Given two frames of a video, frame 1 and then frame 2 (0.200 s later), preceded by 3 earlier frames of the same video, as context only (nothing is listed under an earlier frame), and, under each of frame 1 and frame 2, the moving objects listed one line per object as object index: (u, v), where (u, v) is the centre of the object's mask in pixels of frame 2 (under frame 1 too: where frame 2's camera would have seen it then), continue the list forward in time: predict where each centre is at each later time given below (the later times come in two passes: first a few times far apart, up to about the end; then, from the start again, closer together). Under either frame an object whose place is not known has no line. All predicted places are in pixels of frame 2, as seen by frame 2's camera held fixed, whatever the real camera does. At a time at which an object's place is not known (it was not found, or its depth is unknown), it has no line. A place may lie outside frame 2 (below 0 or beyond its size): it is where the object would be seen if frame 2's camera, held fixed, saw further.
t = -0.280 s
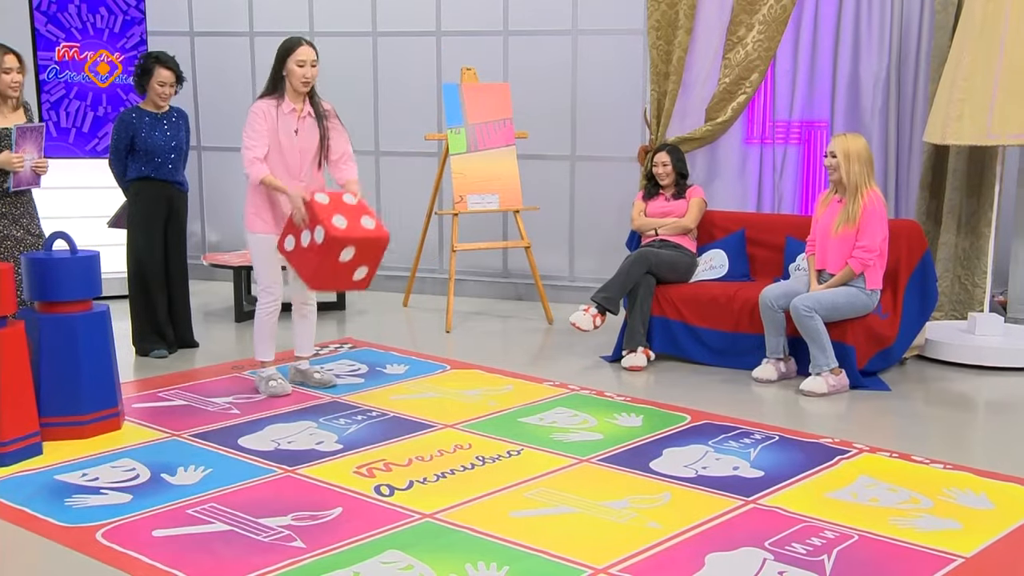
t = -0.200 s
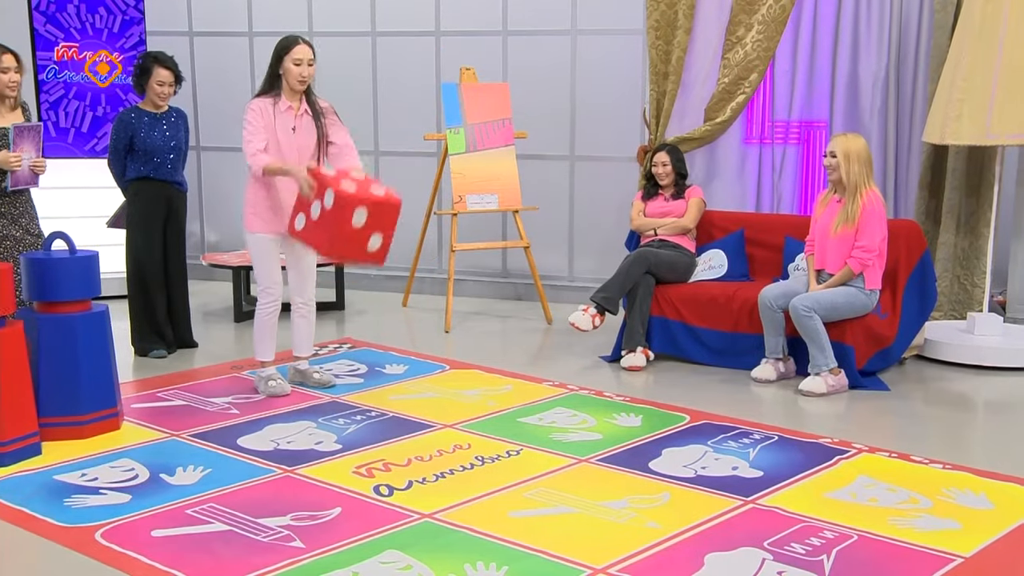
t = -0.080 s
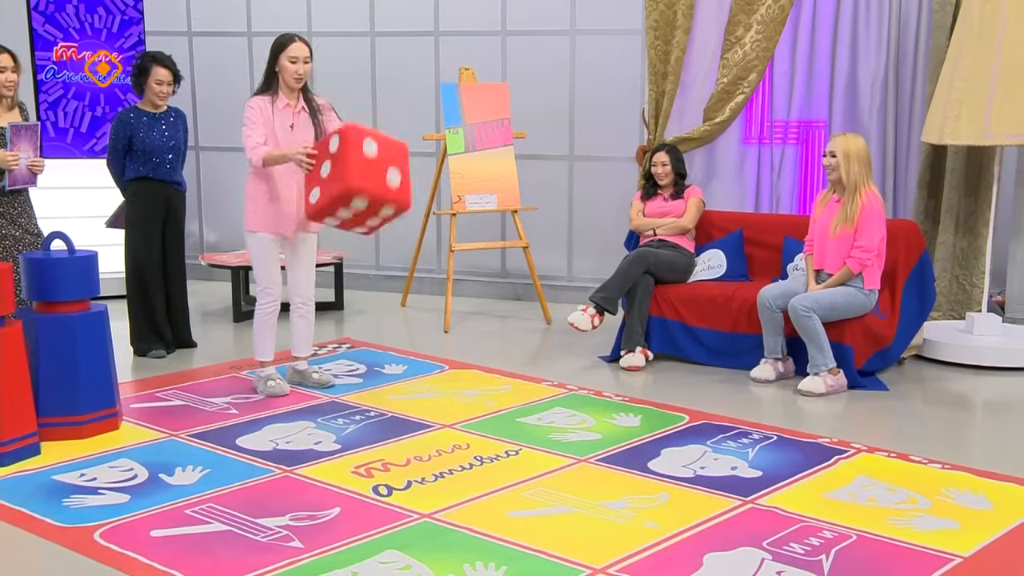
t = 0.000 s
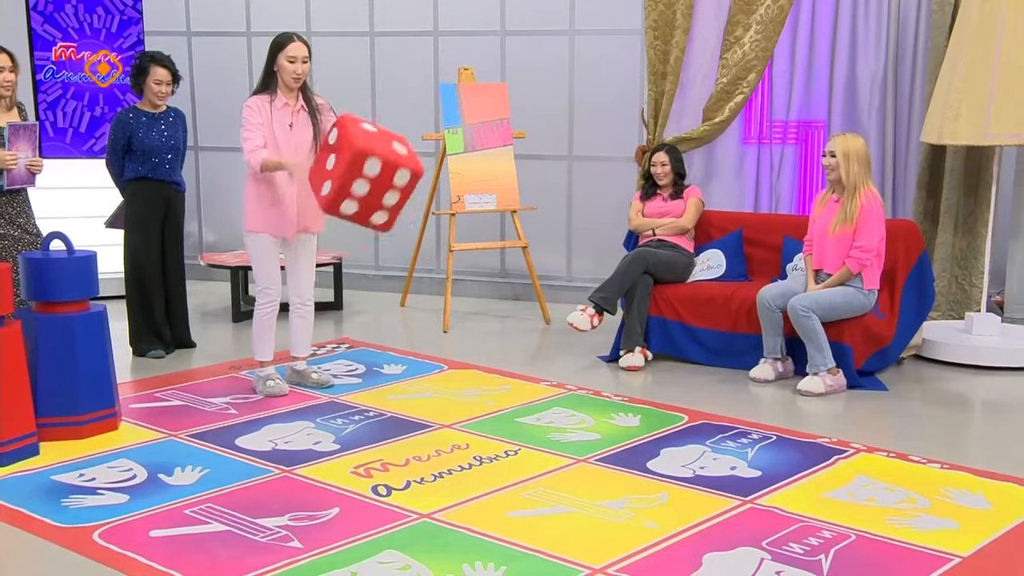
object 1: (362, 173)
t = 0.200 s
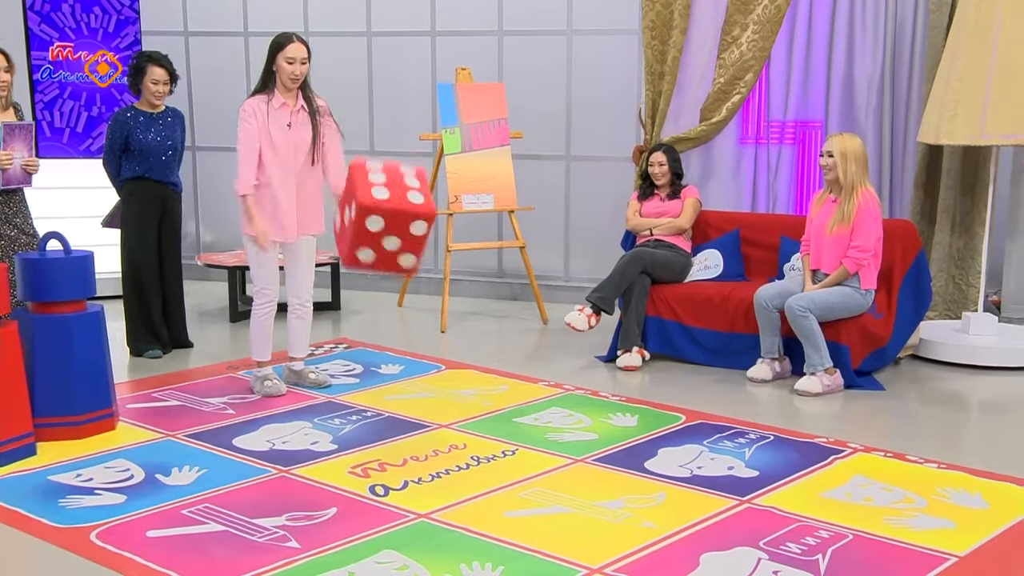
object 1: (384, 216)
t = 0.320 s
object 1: (398, 283)
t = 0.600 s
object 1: (395, 387)
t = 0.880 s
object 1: (344, 390)
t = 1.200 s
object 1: (304, 380)
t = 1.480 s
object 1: (268, 384)
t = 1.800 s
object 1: (264, 388)
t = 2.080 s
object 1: (264, 389)
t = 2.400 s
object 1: (263, 389)
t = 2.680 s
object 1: (263, 390)
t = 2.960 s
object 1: (263, 389)
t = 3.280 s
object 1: (263, 390)
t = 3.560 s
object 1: (263, 390)
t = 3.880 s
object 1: (263, 390)
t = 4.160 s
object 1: (263, 390)
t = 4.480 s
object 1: (263, 390)
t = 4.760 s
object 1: (263, 390)
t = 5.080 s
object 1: (263, 390)
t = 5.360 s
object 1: (263, 390)
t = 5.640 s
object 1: (263, 390)
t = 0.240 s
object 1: (388, 236)
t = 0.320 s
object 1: (398, 283)
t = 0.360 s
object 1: (403, 315)
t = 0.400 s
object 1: (408, 348)
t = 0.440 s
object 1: (412, 386)
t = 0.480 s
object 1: (414, 417)
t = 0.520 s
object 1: (409, 406)
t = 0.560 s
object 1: (402, 395)
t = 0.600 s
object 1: (395, 387)
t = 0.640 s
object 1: (388, 383)
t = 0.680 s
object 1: (382, 384)
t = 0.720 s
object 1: (375, 388)
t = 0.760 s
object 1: (368, 392)
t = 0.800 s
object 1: (361, 394)
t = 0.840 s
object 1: (352, 396)
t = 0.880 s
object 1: (344, 390)
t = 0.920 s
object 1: (337, 386)
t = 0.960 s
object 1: (330, 384)
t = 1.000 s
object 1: (324, 382)
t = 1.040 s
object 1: (319, 380)
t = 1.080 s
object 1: (315, 379)
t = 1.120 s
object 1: (311, 379)
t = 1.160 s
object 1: (308, 380)
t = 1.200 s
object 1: (304, 380)
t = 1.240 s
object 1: (300, 380)
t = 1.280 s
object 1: (296, 381)
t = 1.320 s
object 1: (291, 382)
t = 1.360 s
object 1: (285, 385)
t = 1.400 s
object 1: (279, 386)
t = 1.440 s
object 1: (273, 384)
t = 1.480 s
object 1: (268, 384)
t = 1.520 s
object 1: (265, 383)
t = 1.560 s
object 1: (263, 383)
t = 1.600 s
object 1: (261, 385)
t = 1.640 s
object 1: (261, 387)
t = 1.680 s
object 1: (261, 389)
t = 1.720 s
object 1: (263, 389)
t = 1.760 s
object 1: (264, 388)
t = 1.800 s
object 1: (264, 388)
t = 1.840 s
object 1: (264, 389)
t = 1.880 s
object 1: (264, 390)
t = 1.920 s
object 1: (263, 389)
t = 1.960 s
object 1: (262, 389)
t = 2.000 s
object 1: (263, 389)
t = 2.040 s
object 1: (263, 389)
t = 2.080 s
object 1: (264, 389)
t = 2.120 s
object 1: (263, 389)
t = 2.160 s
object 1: (263, 389)
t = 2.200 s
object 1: (263, 389)
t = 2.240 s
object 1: (263, 389)
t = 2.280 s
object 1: (263, 389)
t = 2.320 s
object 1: (263, 389)
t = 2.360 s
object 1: (263, 390)
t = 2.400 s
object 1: (263, 389)
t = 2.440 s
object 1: (263, 390)
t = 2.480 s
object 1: (263, 390)
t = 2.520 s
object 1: (263, 390)
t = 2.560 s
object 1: (263, 390)
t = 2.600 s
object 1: (263, 390)
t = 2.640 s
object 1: (263, 390)
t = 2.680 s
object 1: (263, 390)
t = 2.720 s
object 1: (263, 390)
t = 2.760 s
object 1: (263, 390)
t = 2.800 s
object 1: (263, 390)
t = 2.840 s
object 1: (263, 390)
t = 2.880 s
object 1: (263, 390)
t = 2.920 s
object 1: (263, 390)
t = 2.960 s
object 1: (263, 389)
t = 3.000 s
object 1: (263, 390)
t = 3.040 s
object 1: (263, 390)
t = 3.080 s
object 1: (263, 390)
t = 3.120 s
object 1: (263, 390)
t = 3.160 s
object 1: (263, 390)
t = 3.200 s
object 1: (263, 390)
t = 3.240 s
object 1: (263, 390)
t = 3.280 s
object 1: (263, 390)
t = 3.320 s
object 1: (263, 390)
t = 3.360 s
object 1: (263, 390)
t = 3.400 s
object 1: (263, 390)
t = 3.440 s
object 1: (263, 390)
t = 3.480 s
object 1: (263, 390)
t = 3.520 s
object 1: (263, 390)
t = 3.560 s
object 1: (263, 390)
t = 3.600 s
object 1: (263, 390)
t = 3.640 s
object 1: (263, 390)
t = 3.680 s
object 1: (263, 390)
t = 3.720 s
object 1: (263, 390)
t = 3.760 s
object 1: (263, 390)
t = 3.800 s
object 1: (263, 390)
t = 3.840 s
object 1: (263, 390)
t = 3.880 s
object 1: (263, 390)
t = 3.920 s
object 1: (263, 390)
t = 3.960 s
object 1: (263, 390)
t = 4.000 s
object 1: (263, 390)
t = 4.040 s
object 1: (263, 390)
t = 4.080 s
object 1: (263, 390)
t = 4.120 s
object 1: (263, 390)
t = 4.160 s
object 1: (263, 390)
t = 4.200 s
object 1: (263, 390)
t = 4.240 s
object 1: (263, 390)
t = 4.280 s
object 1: (263, 390)
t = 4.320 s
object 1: (263, 390)
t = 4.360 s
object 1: (263, 390)
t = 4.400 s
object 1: (263, 390)
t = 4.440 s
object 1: (263, 390)
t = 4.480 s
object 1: (263, 390)
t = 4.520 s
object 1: (263, 390)
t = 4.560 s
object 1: (263, 390)
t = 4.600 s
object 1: (263, 390)
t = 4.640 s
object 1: (263, 390)
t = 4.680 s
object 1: (263, 390)
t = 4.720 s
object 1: (263, 390)
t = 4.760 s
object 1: (263, 390)
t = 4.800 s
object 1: (263, 390)
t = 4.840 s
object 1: (263, 390)
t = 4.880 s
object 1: (263, 390)
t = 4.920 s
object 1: (263, 390)
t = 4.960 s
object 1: (263, 390)
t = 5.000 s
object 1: (263, 390)
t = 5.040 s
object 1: (262, 390)
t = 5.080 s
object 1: (263, 390)
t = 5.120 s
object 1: (263, 390)
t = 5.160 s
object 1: (263, 390)
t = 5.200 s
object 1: (262, 390)
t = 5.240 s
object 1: (263, 390)
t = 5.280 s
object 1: (263, 390)
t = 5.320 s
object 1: (263, 390)
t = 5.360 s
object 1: (263, 390)
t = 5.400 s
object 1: (263, 390)
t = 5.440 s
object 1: (263, 390)
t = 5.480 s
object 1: (263, 390)
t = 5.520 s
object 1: (263, 390)
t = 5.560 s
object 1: (263, 390)
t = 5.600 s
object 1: (263, 390)
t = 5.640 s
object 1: (263, 390)
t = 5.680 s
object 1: (263, 390)
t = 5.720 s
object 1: (263, 390)
